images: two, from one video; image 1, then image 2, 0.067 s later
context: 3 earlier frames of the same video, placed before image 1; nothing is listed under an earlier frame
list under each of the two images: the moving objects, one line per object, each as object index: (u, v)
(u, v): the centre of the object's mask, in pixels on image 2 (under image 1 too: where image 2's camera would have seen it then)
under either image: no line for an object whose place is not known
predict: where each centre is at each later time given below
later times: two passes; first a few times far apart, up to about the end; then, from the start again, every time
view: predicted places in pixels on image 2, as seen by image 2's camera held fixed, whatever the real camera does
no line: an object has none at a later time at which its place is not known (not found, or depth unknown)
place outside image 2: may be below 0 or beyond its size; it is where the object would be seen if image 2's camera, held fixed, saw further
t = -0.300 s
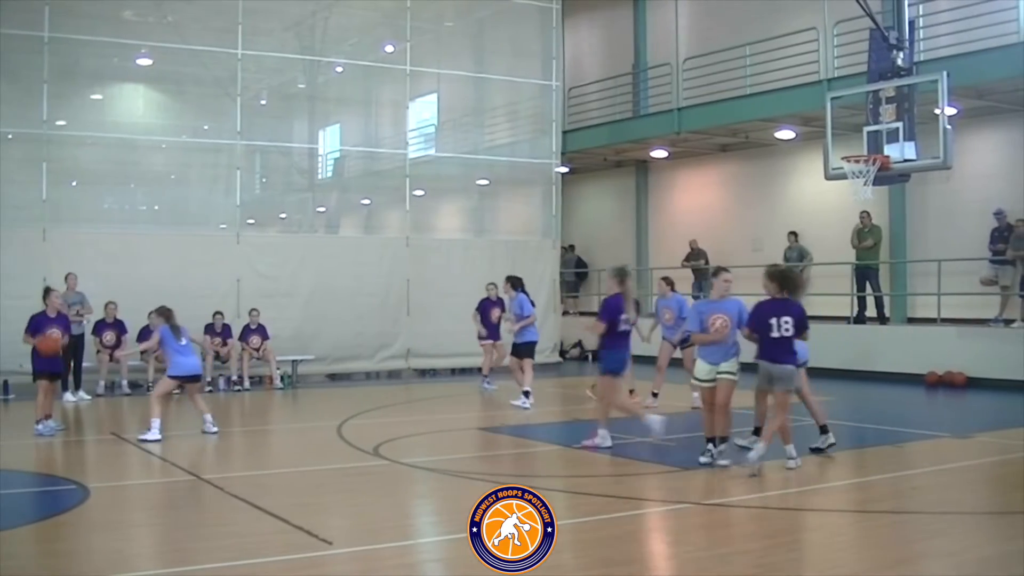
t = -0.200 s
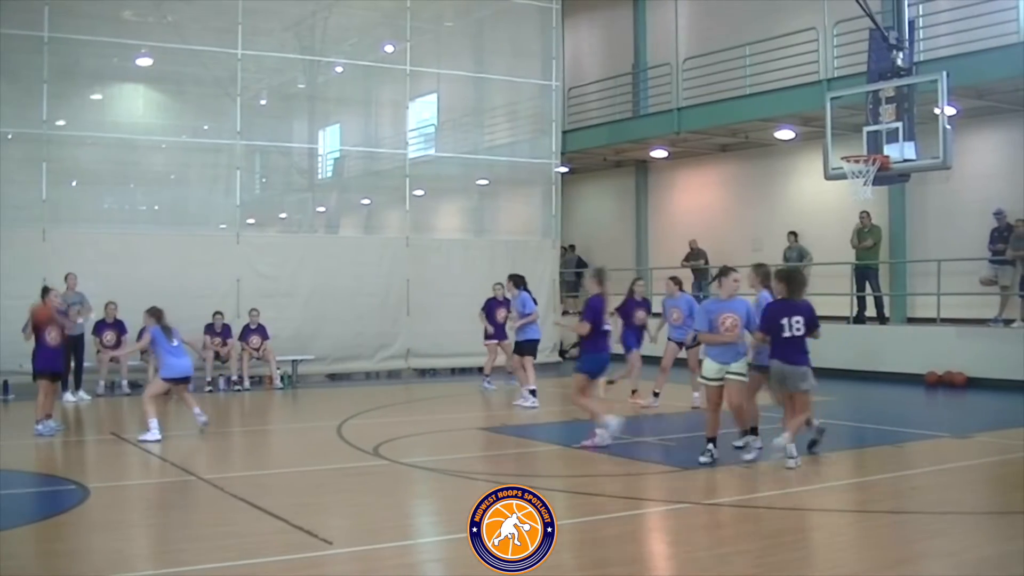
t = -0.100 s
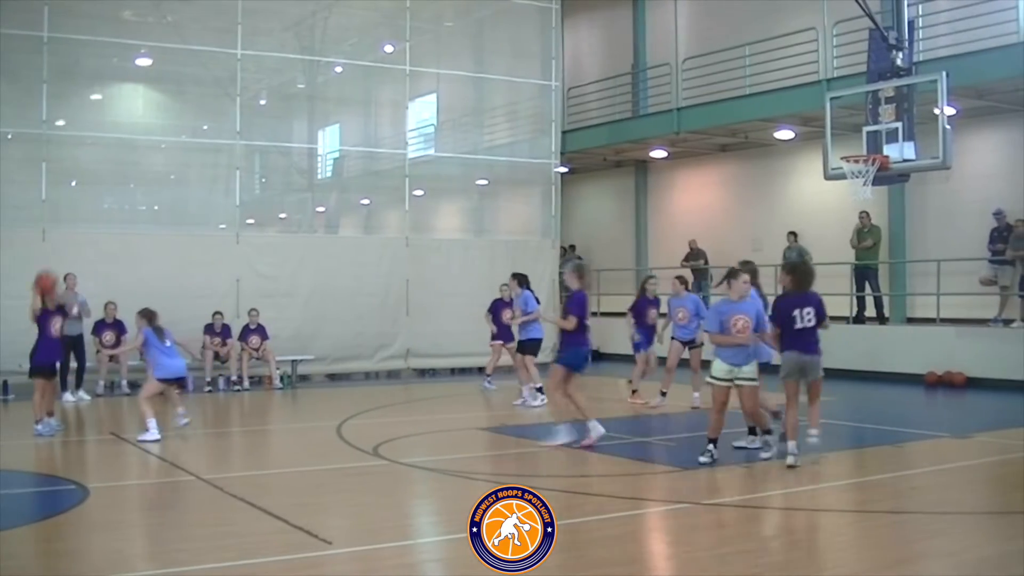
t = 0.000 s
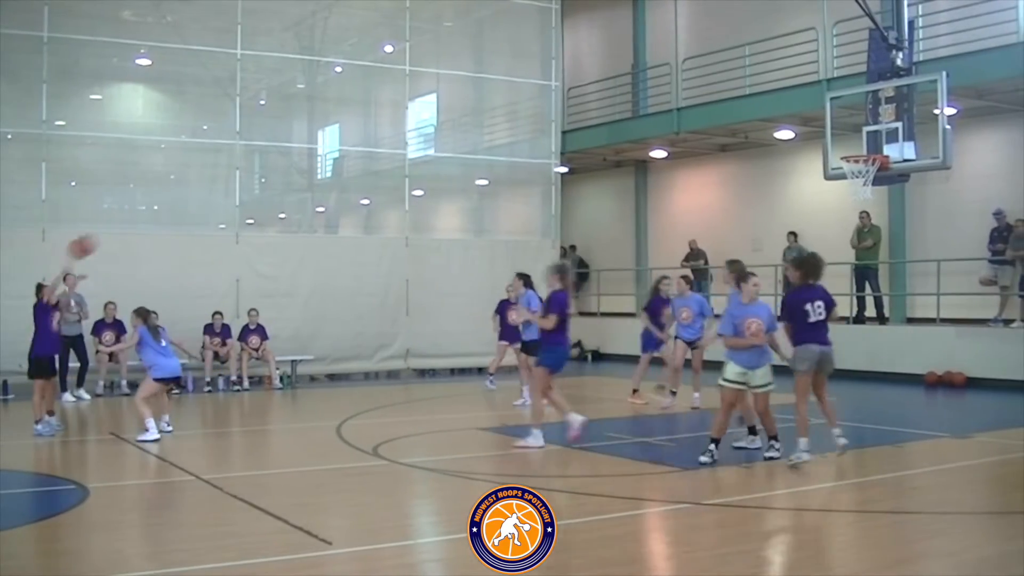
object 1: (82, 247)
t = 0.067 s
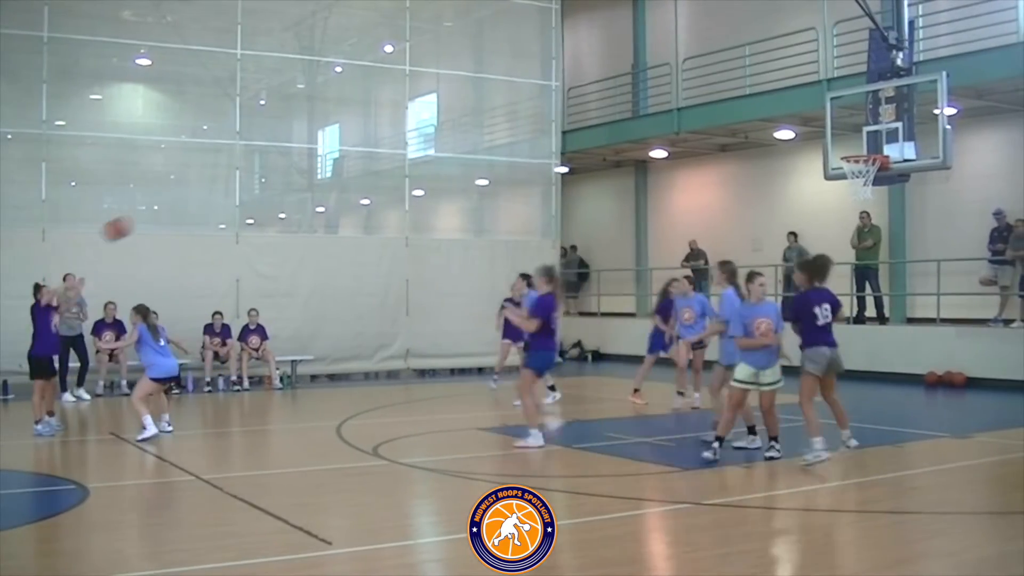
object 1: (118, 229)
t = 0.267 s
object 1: (225, 198)
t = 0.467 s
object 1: (340, 206)
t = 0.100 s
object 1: (136, 221)
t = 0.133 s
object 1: (153, 214)
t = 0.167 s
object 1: (171, 209)
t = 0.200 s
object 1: (189, 204)
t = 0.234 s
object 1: (207, 201)
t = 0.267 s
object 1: (225, 198)
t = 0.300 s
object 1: (243, 197)
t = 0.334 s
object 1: (263, 197)
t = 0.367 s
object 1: (281, 197)
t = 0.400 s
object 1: (300, 199)
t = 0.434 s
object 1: (320, 202)
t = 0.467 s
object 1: (340, 206)
